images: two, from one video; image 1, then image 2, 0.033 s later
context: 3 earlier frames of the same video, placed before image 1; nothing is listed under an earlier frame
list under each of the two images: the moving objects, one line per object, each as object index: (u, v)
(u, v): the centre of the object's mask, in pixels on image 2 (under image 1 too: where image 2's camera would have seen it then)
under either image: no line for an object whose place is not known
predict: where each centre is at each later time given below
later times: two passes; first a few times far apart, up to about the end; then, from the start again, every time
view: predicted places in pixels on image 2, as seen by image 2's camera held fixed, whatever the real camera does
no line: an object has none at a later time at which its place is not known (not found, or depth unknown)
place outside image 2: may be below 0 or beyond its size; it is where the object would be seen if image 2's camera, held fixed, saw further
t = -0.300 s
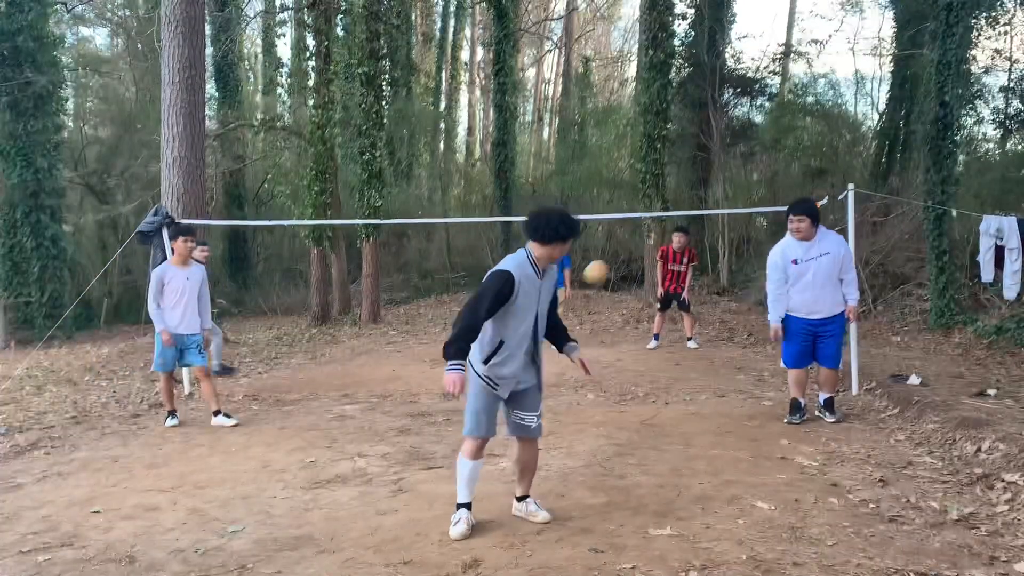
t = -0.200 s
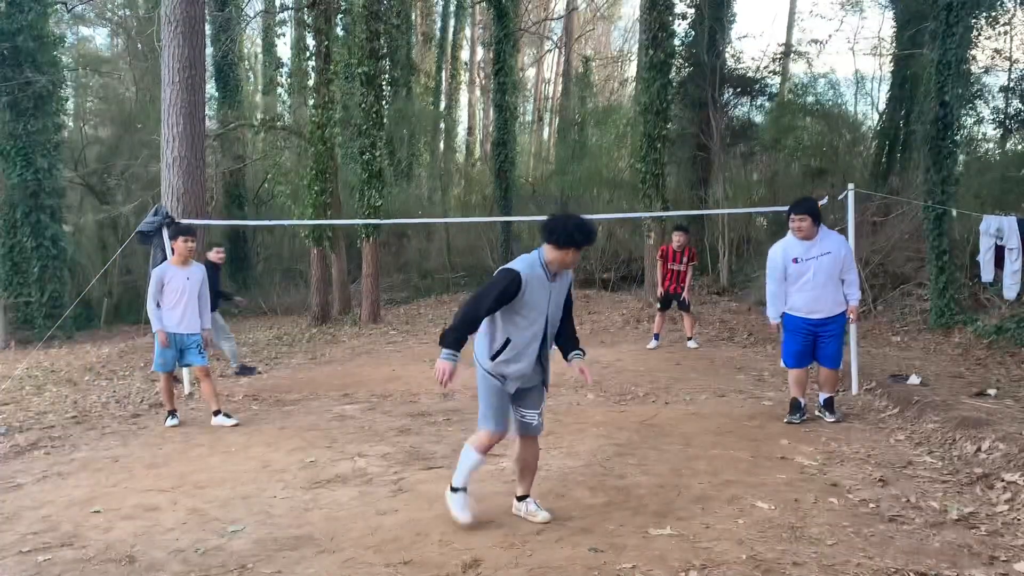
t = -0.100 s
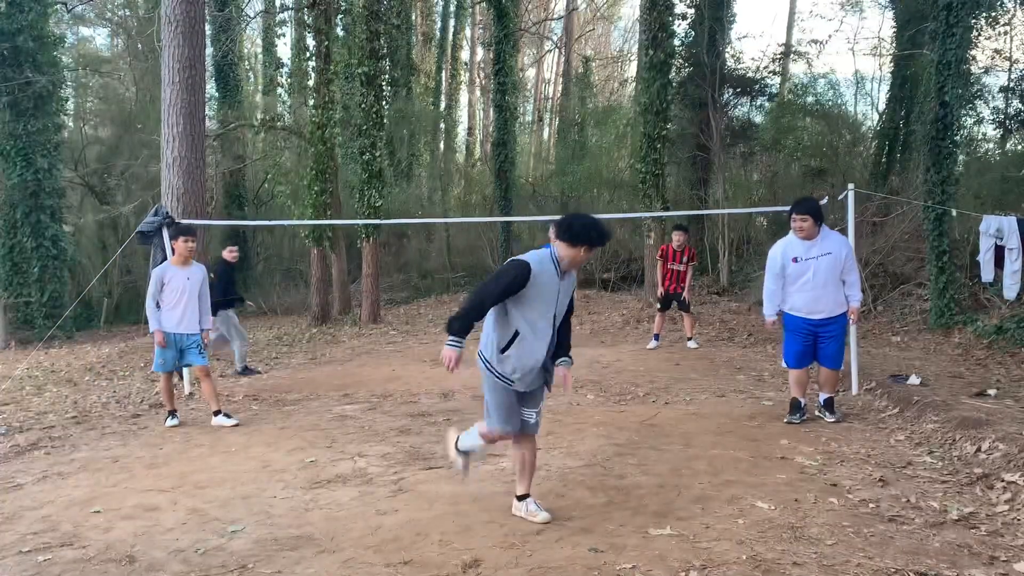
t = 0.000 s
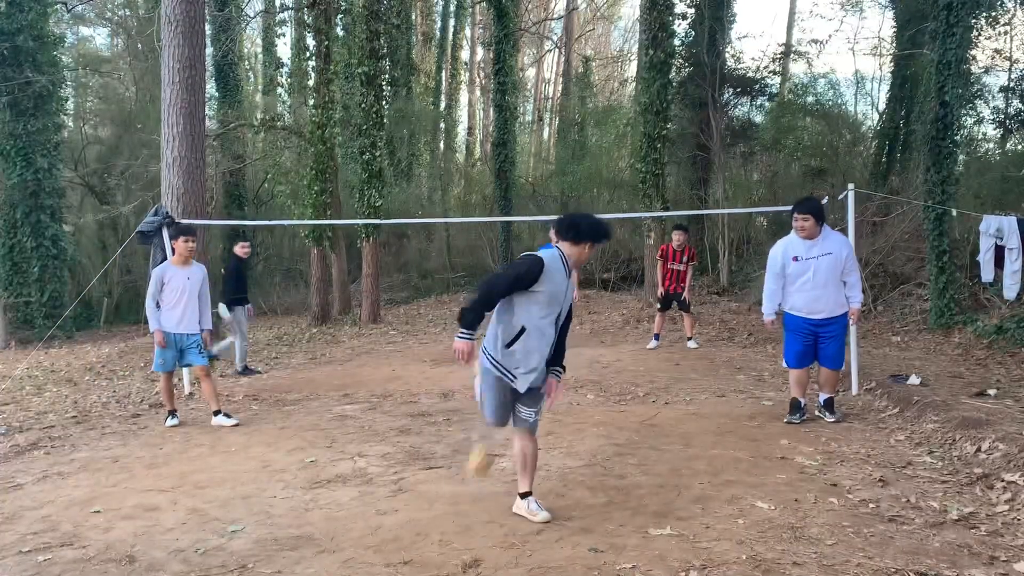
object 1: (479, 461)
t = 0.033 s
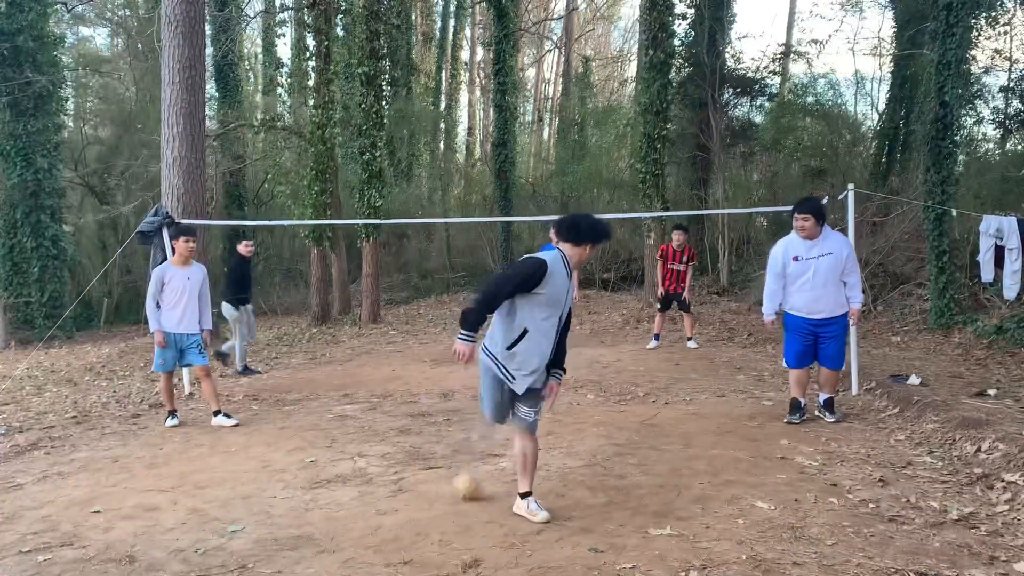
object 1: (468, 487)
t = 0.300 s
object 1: (377, 399)
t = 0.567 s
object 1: (277, 446)
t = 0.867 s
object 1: (182, 468)
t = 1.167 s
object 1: (106, 501)
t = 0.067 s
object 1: (456, 468)
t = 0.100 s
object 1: (445, 454)
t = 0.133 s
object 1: (432, 439)
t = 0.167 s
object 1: (422, 428)
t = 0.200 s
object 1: (409, 416)
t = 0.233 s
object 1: (399, 409)
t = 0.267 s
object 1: (387, 404)
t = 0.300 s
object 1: (377, 399)
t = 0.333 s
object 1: (364, 397)
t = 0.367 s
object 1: (353, 397)
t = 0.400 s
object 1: (339, 400)
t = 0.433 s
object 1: (328, 404)
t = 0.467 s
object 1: (315, 412)
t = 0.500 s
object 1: (302, 421)
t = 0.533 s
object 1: (290, 432)
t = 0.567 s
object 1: (277, 446)
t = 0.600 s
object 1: (263, 463)
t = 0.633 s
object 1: (251, 480)
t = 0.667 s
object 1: (239, 502)
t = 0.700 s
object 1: (226, 524)
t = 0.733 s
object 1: (215, 511)
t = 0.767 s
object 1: (208, 497)
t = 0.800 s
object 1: (199, 485)
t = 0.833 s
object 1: (190, 476)
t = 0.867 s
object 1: (182, 468)
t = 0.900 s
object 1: (174, 463)
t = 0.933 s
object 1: (164, 459)
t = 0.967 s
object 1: (156, 458)
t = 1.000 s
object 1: (148, 460)
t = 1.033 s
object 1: (139, 465)
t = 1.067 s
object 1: (130, 471)
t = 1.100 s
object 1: (122, 479)
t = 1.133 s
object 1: (114, 489)
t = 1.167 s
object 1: (106, 501)
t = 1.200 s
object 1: (97, 518)
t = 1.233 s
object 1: (88, 527)
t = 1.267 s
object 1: (80, 519)
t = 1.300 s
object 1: (67, 513)
